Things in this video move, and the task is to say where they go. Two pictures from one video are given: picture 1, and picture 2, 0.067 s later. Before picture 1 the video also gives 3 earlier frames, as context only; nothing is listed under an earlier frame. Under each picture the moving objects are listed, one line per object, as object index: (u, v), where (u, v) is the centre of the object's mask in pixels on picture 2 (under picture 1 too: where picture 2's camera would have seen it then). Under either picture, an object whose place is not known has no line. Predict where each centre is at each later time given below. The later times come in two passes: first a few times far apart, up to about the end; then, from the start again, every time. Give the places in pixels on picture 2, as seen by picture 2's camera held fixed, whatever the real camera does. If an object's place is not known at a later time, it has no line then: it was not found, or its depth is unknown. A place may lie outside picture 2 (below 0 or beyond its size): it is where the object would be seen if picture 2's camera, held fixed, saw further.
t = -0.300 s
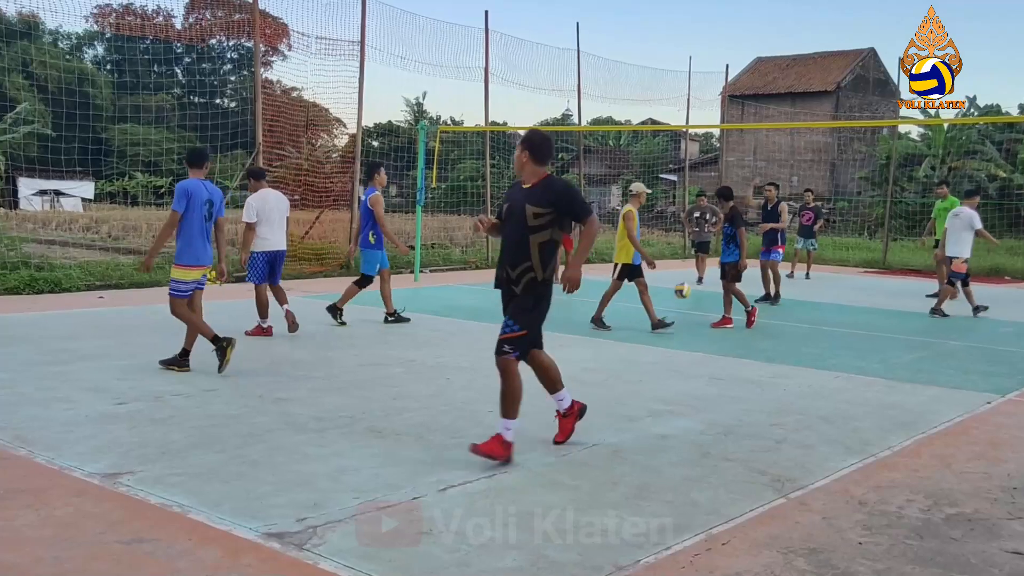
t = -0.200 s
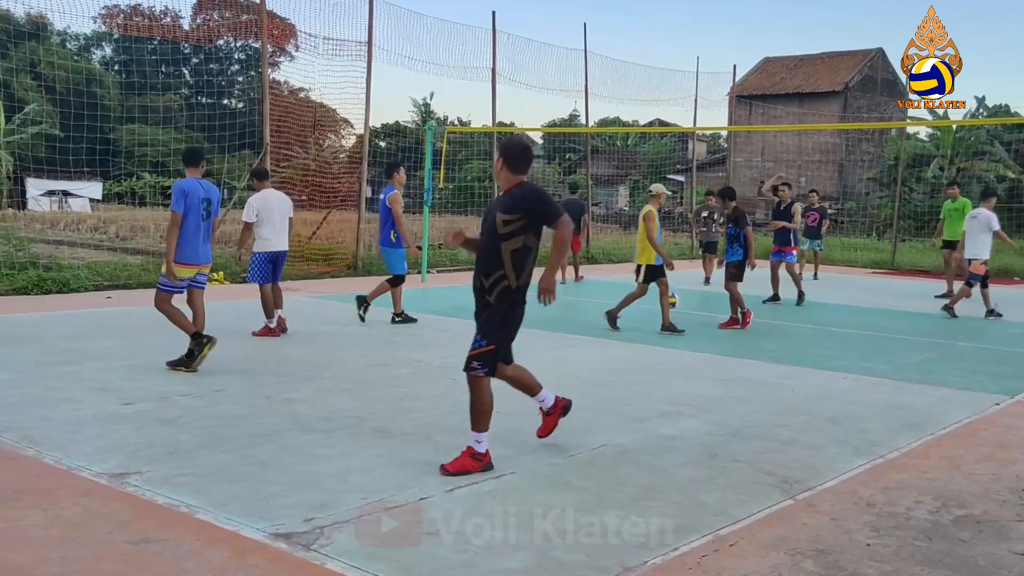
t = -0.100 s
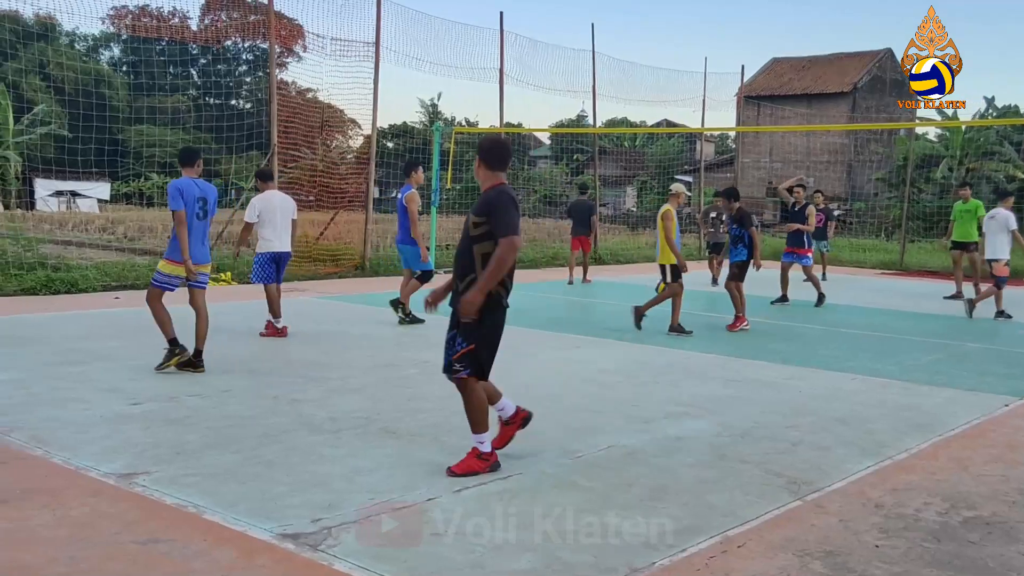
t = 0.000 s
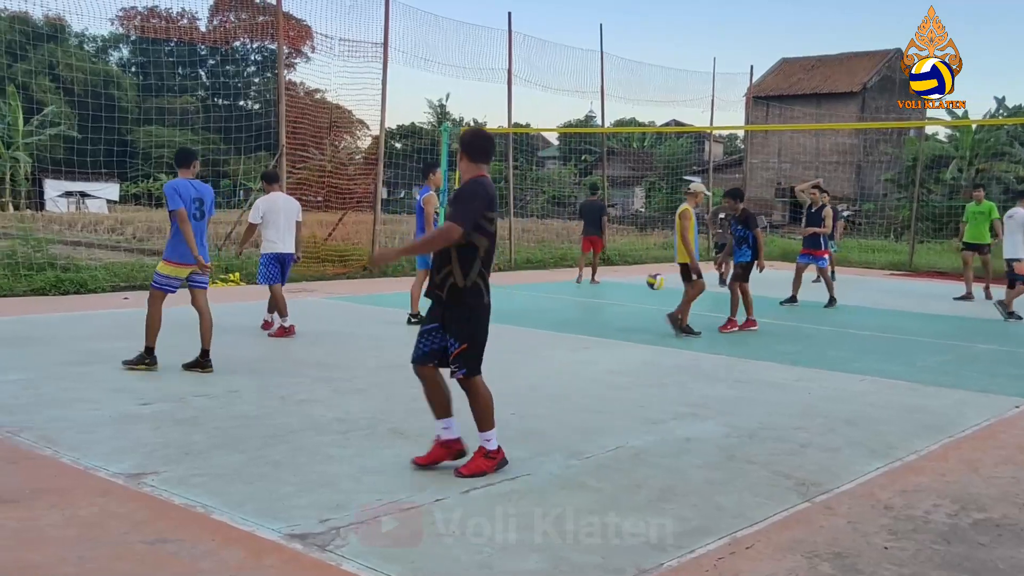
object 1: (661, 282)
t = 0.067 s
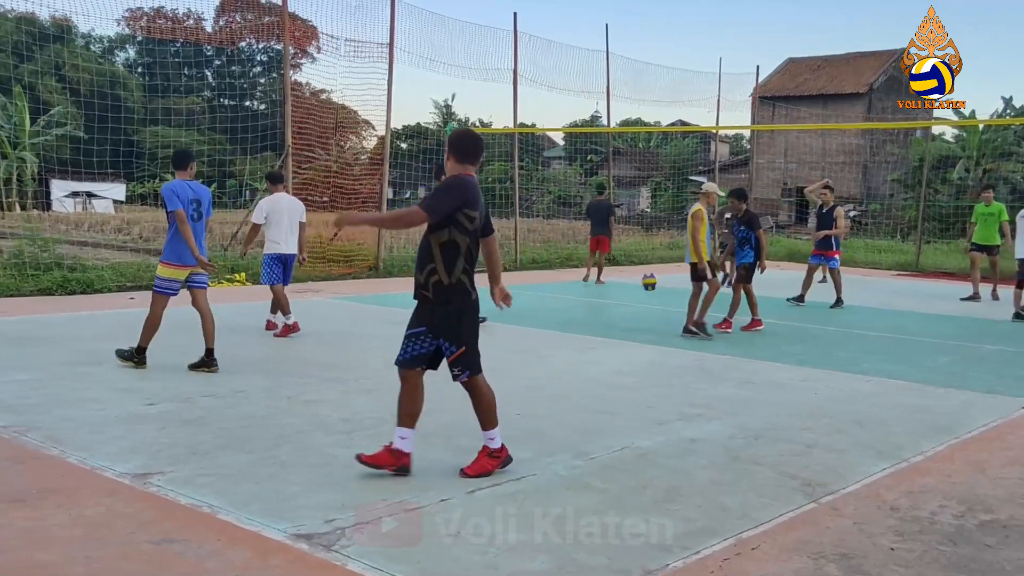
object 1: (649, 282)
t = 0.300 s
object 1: (603, 316)
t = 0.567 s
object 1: (543, 309)
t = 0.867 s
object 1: (458, 352)
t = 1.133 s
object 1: (368, 345)
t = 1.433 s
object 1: (241, 369)
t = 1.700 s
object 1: (96, 414)
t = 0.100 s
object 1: (643, 284)
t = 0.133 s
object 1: (637, 286)
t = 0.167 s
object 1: (631, 290)
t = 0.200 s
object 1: (624, 295)
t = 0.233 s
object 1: (617, 300)
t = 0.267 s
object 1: (610, 308)
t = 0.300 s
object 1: (603, 316)
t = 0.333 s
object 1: (596, 326)
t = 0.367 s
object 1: (589, 328)
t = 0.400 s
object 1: (581, 322)
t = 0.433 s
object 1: (574, 318)
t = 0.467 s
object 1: (566, 314)
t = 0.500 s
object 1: (559, 311)
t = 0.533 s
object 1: (551, 309)
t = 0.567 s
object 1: (543, 309)
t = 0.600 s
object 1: (534, 310)
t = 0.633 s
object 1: (526, 312)
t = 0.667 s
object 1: (517, 315)
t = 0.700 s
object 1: (508, 319)
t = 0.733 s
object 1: (497, 326)
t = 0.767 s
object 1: (488, 332)
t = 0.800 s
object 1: (478, 341)
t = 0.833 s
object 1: (468, 352)
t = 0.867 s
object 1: (458, 352)
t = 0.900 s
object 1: (448, 346)
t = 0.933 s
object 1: (437, 342)
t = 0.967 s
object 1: (427, 339)
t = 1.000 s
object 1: (416, 337)
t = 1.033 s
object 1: (405, 338)
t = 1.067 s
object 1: (393, 338)
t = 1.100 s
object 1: (381, 340)
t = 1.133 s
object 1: (368, 345)
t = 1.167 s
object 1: (356, 350)
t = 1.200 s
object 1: (342, 358)
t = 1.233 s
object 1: (329, 367)
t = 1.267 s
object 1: (315, 378)
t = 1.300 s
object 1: (301, 381)
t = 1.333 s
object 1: (287, 376)
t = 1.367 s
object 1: (273, 372)
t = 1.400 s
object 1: (257, 370)
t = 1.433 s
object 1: (241, 369)
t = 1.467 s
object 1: (225, 371)
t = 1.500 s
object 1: (208, 374)
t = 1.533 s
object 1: (191, 379)
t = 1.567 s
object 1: (173, 386)
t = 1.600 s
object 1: (154, 394)
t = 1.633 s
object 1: (135, 406)
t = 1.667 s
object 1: (116, 419)
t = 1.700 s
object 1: (96, 414)
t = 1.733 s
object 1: (74, 410)
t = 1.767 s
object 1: (53, 408)
